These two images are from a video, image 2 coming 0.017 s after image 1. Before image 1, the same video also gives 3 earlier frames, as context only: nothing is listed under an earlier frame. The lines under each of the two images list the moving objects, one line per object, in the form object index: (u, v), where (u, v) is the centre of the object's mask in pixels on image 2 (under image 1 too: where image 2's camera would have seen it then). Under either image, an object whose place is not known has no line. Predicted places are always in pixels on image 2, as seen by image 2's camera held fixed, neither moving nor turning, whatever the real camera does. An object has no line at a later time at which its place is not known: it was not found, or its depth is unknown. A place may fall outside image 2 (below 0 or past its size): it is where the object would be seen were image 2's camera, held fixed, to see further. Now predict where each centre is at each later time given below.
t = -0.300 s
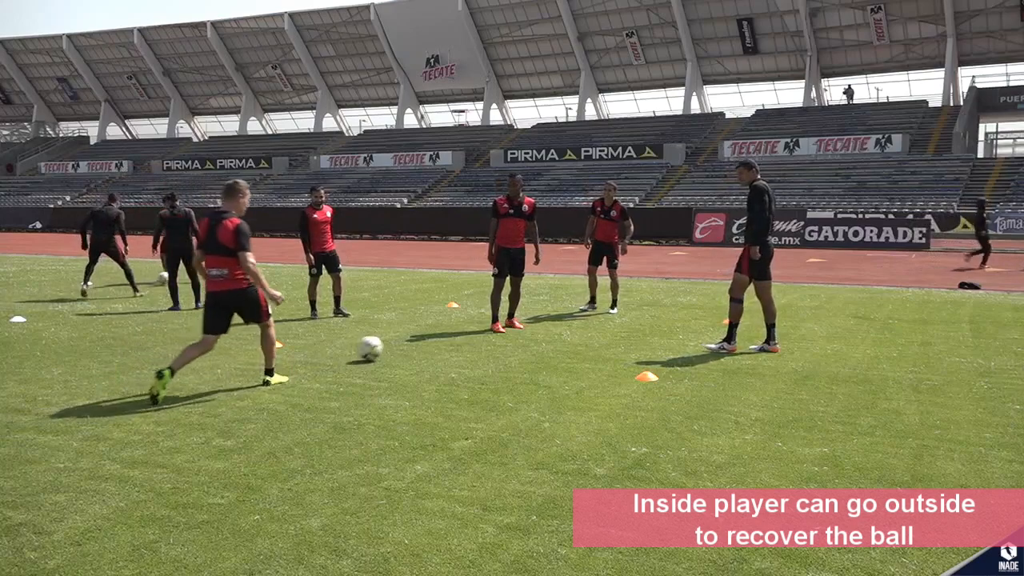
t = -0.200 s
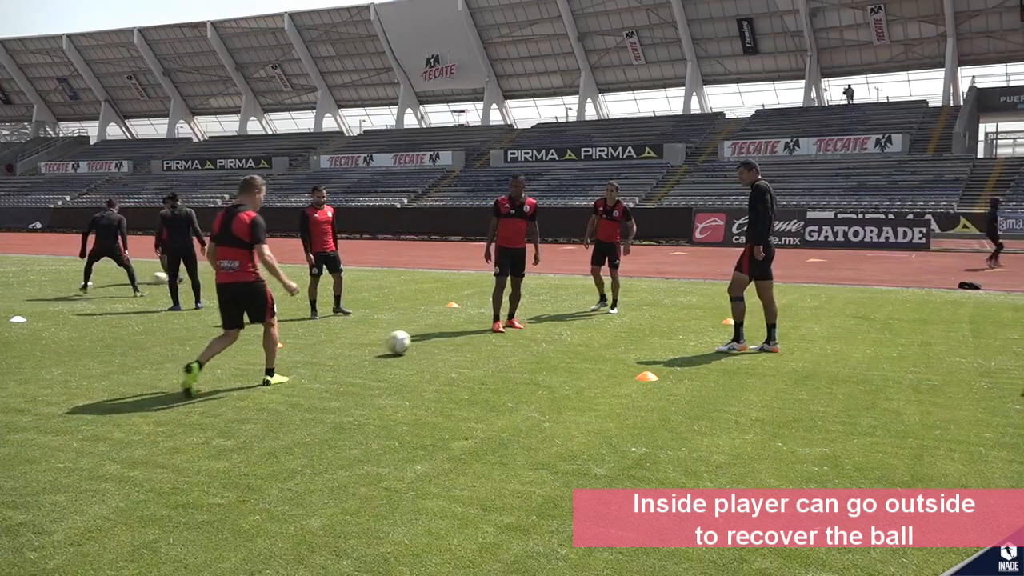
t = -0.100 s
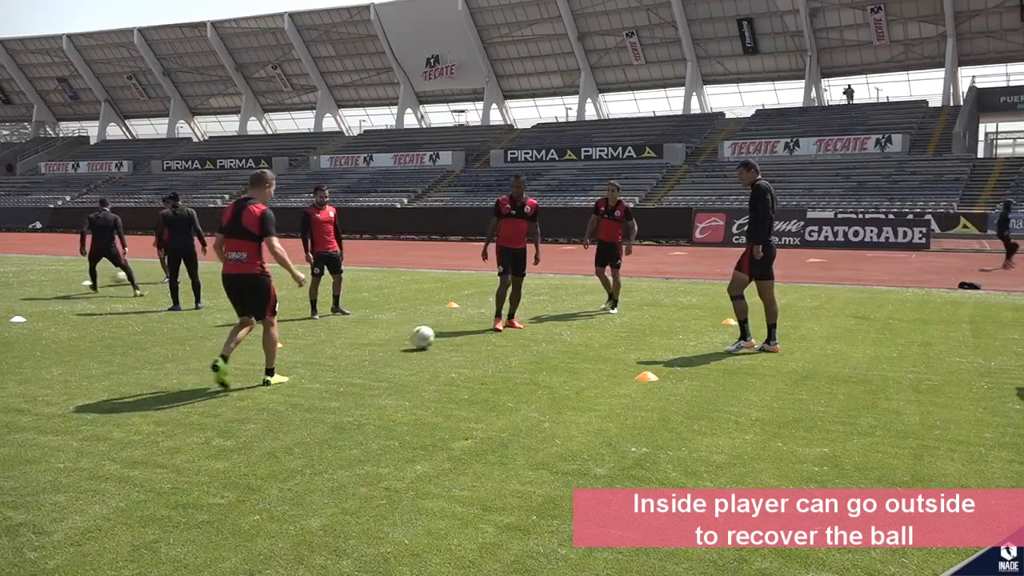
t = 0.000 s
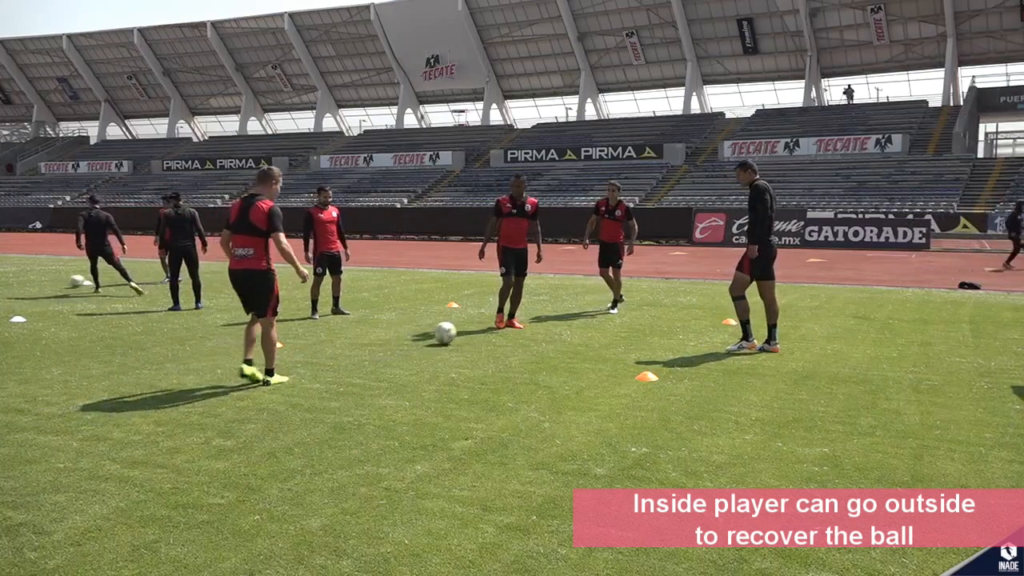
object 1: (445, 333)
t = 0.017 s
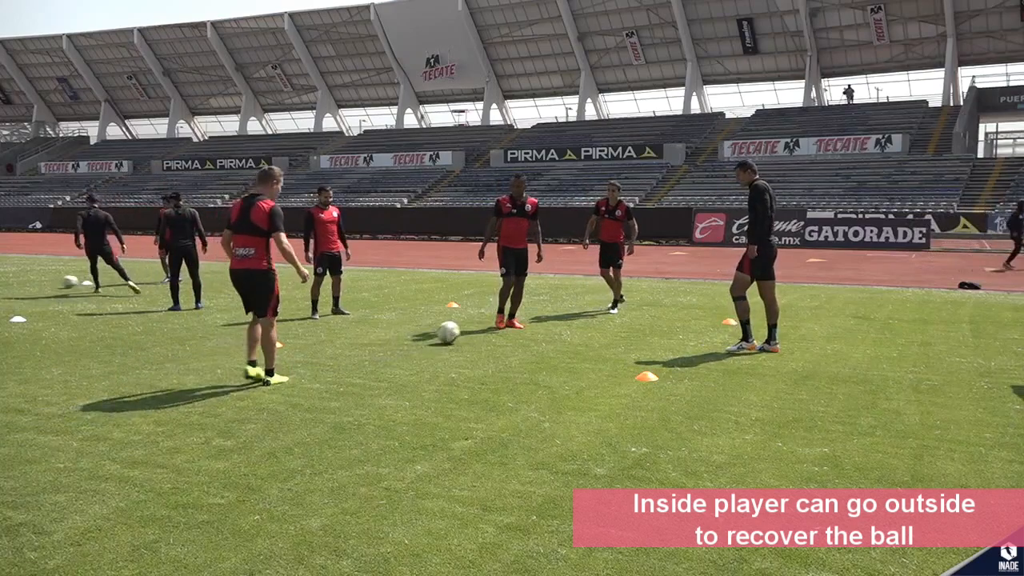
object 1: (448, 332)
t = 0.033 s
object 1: (452, 332)
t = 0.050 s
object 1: (455, 331)
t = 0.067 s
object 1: (458, 330)
